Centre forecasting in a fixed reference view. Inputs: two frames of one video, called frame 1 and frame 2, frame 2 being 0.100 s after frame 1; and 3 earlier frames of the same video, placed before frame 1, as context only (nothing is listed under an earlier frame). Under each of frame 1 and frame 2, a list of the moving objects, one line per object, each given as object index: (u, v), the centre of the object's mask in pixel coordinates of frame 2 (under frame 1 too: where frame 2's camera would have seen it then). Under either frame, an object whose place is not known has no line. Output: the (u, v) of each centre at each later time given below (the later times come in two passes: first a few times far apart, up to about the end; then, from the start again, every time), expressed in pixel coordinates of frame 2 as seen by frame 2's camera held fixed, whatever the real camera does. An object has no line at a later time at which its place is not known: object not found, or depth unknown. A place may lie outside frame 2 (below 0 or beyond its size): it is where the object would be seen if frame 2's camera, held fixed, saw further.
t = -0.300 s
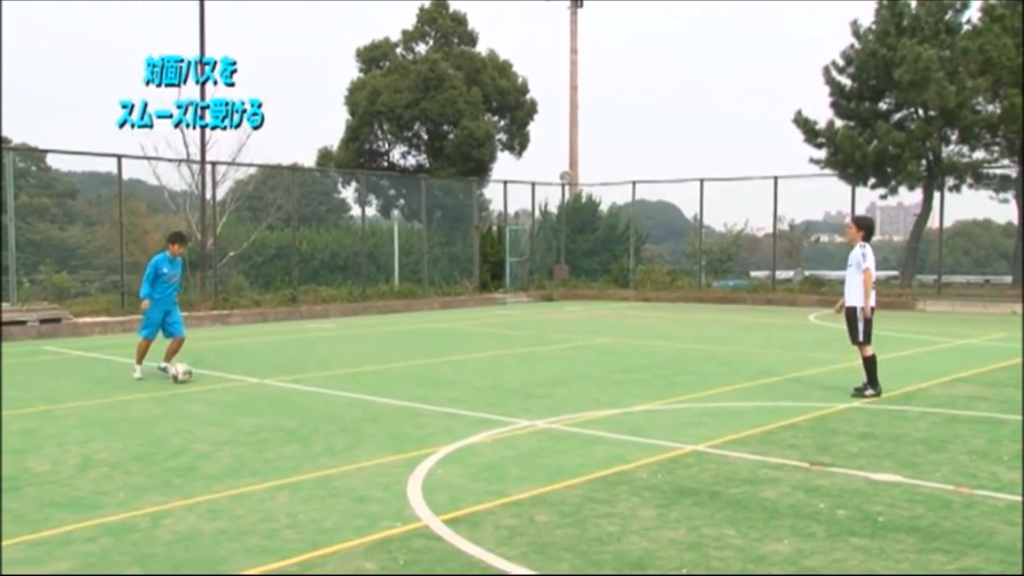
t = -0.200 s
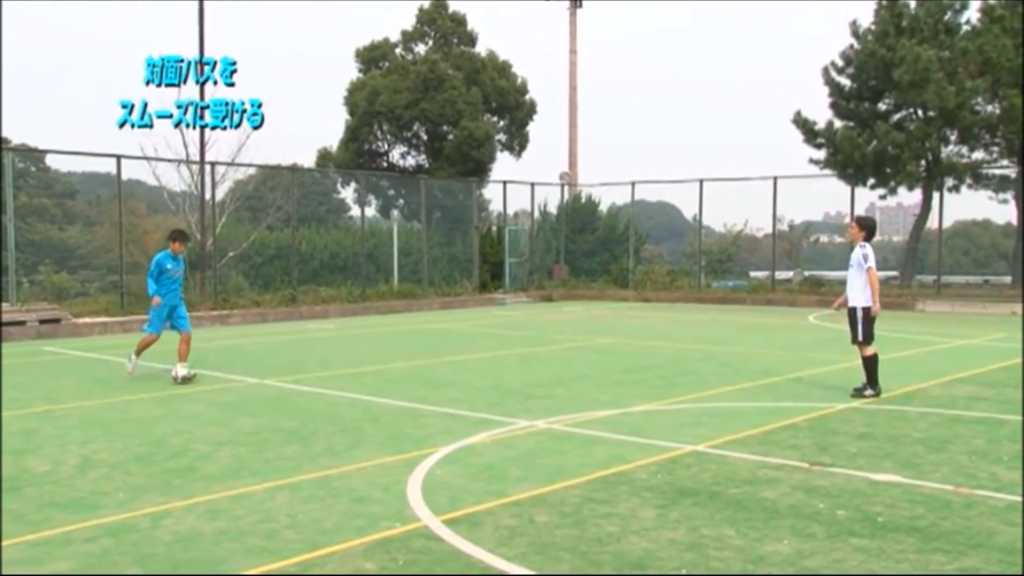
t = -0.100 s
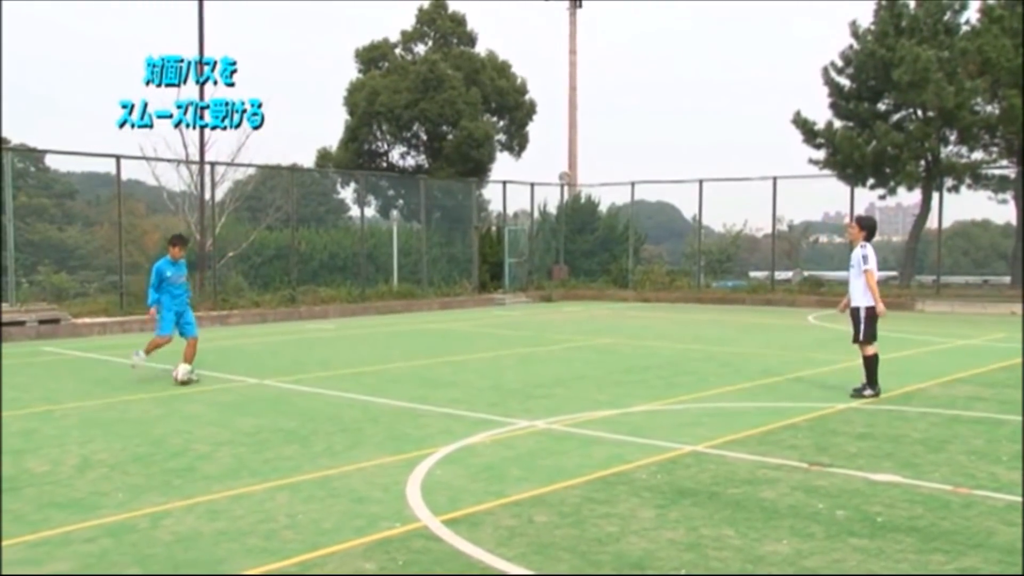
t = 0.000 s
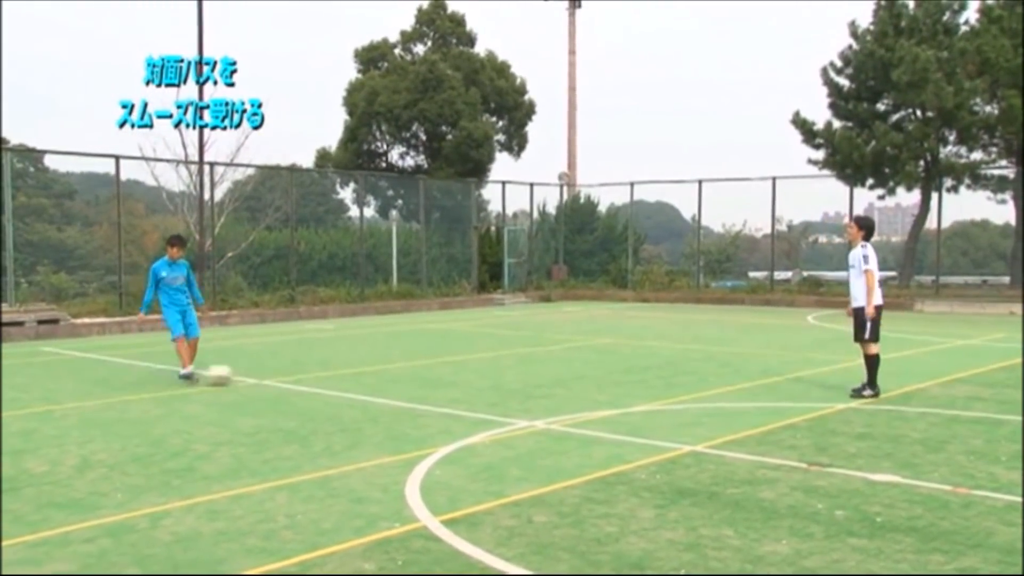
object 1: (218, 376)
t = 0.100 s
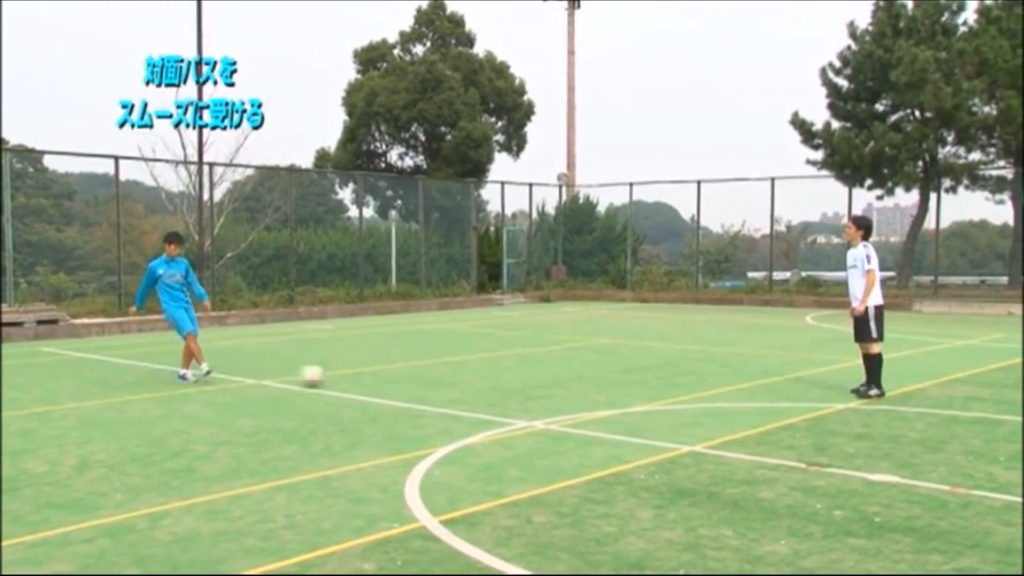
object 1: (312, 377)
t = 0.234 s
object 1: (429, 377)
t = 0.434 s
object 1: (586, 380)
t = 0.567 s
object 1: (679, 382)
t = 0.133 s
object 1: (339, 377)
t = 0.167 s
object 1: (370, 377)
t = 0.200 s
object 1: (401, 378)
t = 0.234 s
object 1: (429, 377)
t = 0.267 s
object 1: (457, 378)
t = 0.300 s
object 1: (483, 379)
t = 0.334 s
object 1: (511, 380)
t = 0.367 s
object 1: (536, 380)
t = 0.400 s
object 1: (562, 380)
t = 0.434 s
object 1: (586, 380)
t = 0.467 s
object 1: (610, 381)
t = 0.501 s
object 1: (634, 381)
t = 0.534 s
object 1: (656, 382)
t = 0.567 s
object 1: (679, 382)
